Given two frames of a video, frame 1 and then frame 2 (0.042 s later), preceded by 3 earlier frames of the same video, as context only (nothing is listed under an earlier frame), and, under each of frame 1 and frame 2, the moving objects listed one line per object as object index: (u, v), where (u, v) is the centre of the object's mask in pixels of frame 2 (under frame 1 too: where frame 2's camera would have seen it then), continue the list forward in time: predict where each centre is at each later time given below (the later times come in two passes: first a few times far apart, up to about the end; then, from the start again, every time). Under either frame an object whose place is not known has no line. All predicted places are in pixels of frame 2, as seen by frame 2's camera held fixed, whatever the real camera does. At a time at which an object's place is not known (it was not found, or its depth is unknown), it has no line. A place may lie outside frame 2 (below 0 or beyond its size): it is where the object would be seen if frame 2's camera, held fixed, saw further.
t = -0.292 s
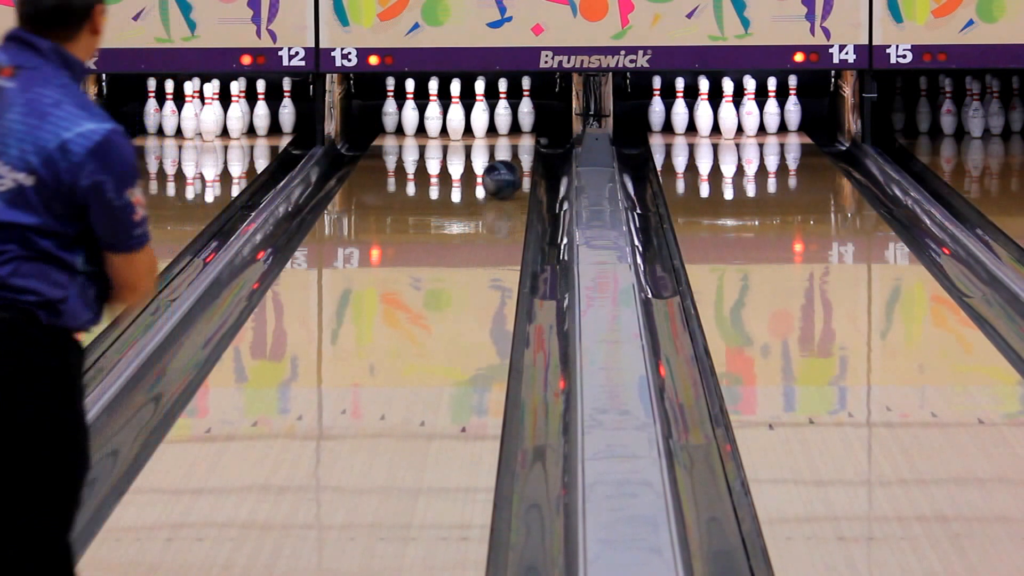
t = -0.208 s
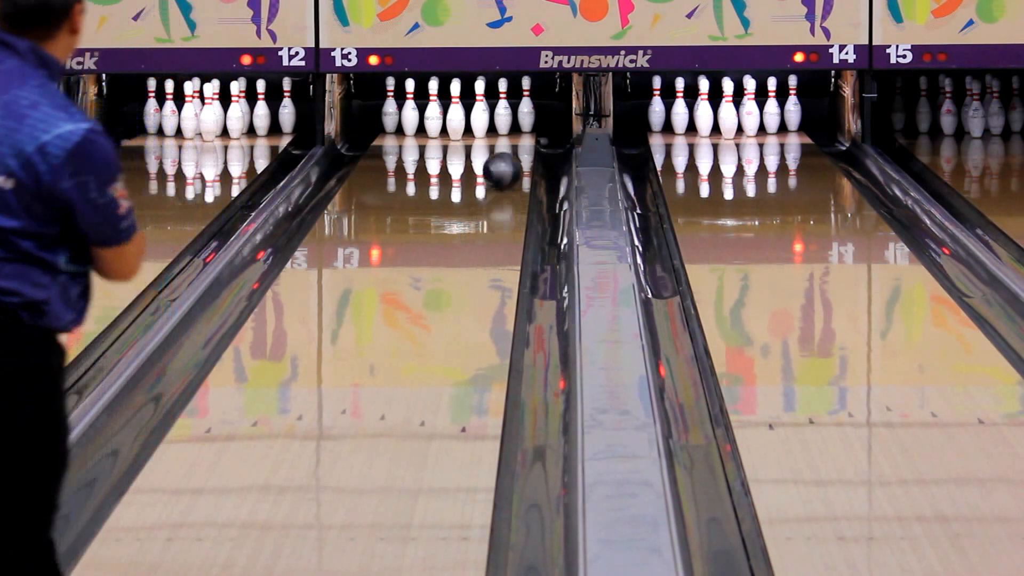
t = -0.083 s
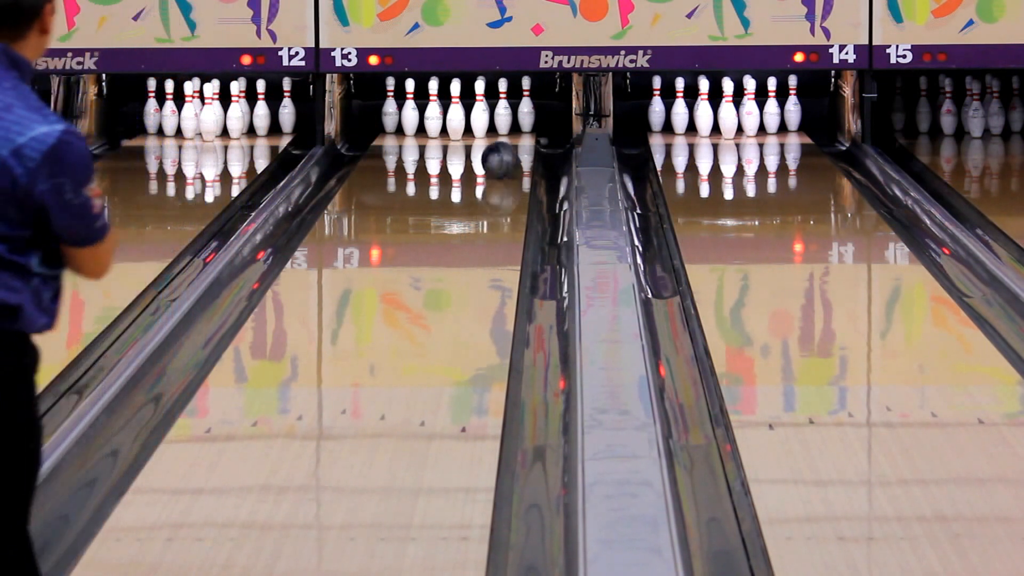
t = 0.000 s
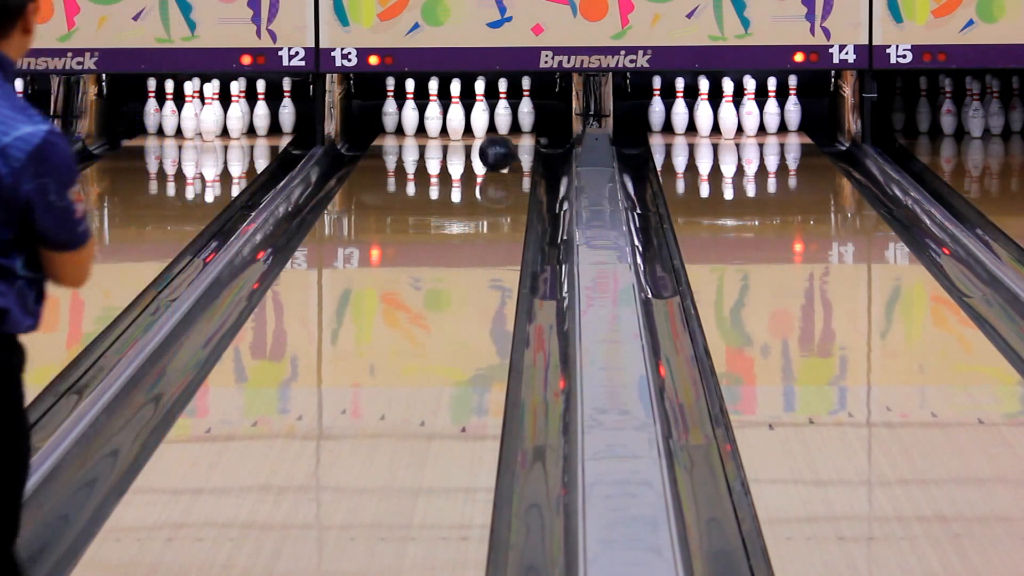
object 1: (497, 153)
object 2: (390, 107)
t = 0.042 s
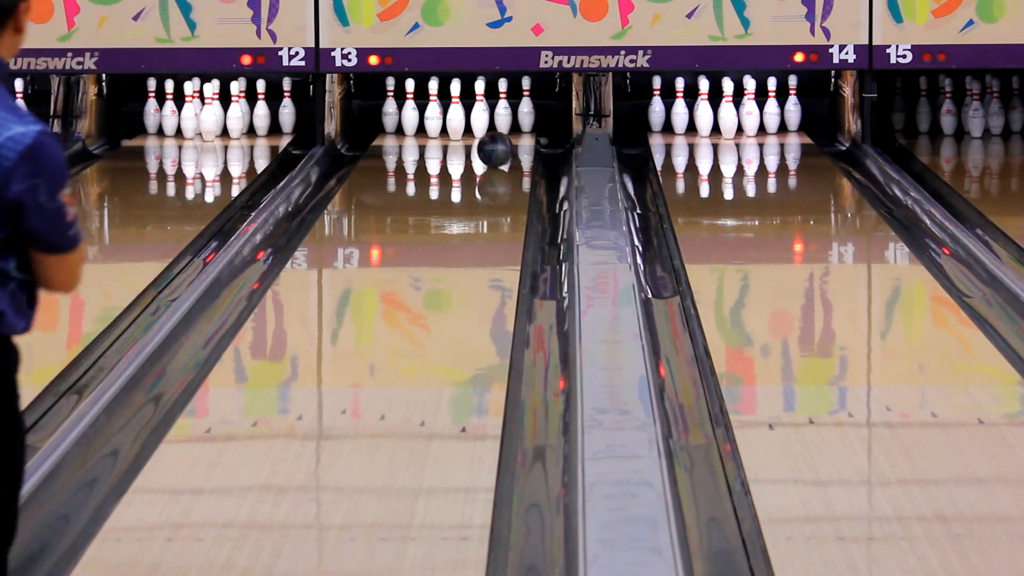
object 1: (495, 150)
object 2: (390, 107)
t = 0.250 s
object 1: (481, 134)
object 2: (390, 107)
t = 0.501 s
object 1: (466, 121)
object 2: (386, 87)
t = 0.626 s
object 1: (461, 118)
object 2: (361, 124)
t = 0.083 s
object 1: (493, 146)
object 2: (390, 107)
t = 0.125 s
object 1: (490, 143)
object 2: (390, 107)
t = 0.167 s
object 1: (487, 140)
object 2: (390, 107)
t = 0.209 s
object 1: (484, 137)
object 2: (390, 107)
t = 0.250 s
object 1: (481, 134)
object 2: (390, 107)
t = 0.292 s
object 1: (478, 131)
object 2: (390, 107)
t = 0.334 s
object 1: (473, 128)
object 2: (390, 107)
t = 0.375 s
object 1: (469, 126)
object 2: (390, 107)
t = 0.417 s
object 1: (468, 124)
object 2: (390, 108)
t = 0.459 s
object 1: (468, 122)
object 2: (389, 106)
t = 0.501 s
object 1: (466, 121)
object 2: (386, 87)
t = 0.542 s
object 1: (464, 120)
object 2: (373, 102)
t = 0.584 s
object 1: (463, 119)
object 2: (373, 111)
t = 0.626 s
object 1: (461, 118)
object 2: (361, 124)
